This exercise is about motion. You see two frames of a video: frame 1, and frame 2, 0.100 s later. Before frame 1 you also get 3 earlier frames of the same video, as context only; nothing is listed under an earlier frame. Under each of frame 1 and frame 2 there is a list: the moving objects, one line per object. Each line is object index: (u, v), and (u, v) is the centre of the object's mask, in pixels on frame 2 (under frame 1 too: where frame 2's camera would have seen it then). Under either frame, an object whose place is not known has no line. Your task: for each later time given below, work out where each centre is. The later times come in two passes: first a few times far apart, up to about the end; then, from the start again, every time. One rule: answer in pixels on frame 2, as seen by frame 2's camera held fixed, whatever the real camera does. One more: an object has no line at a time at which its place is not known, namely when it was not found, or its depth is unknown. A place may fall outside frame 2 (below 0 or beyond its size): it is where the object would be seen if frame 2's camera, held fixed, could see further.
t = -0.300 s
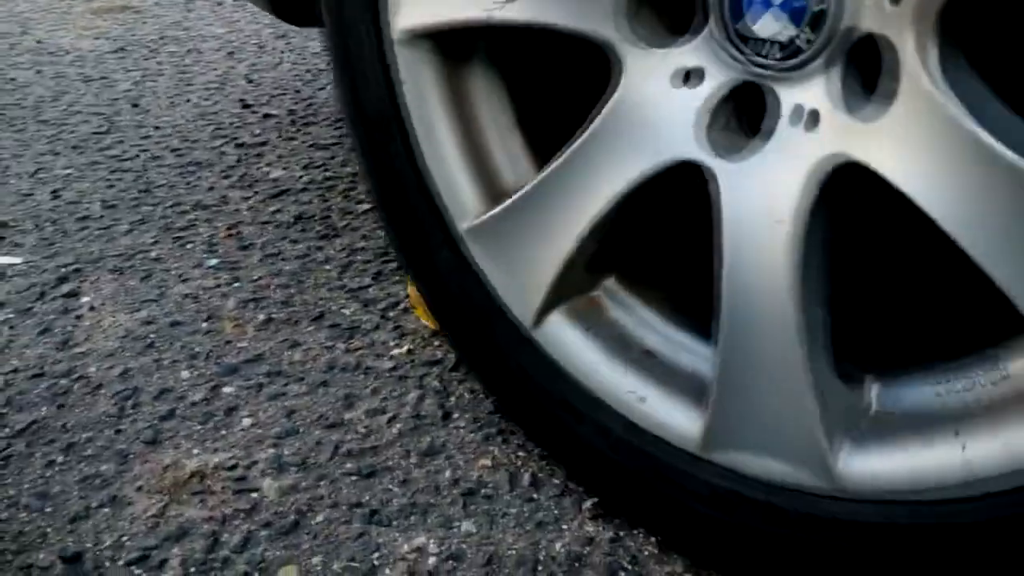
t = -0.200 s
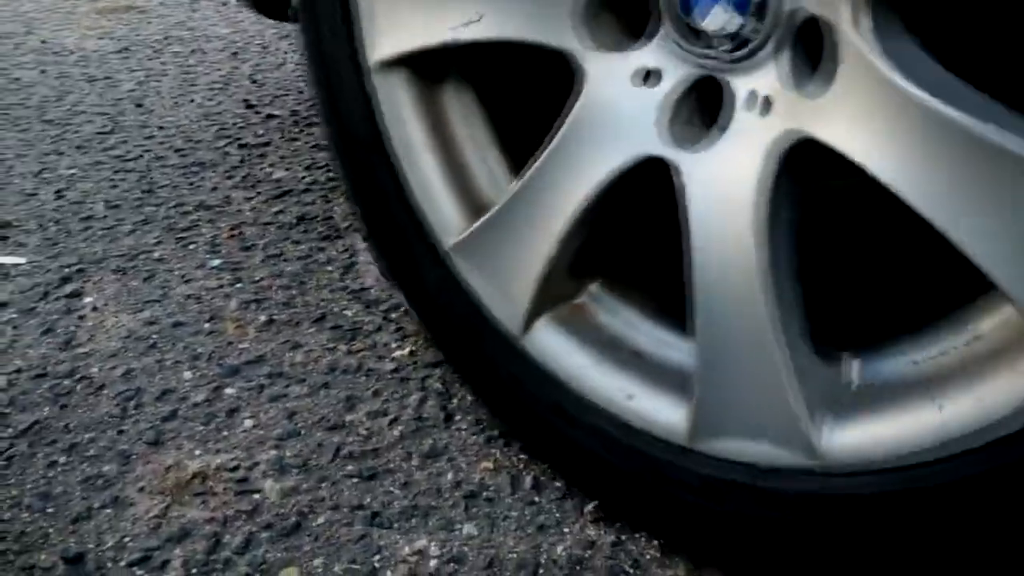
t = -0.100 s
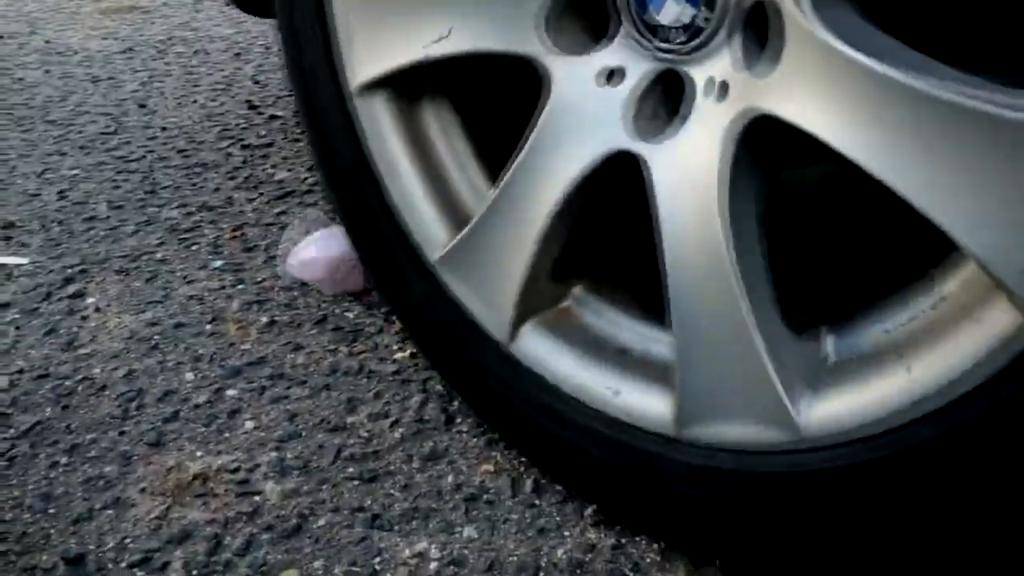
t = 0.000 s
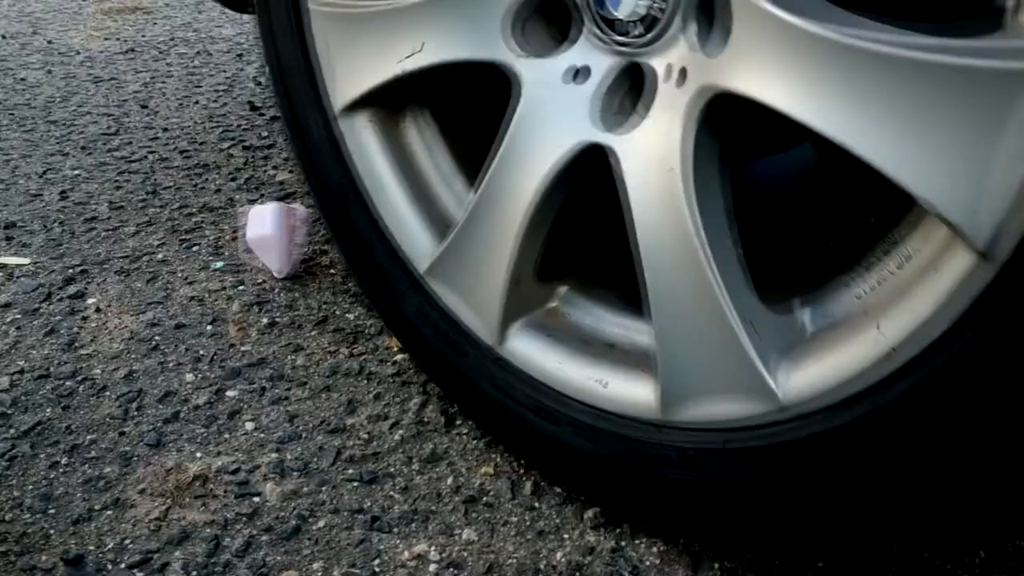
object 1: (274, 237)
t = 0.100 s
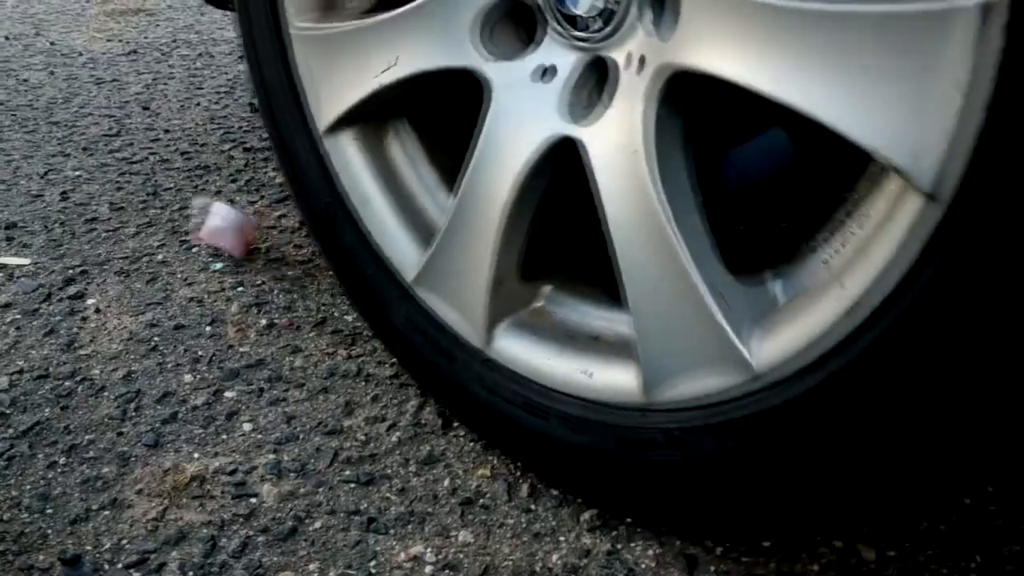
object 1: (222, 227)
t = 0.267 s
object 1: (181, 221)
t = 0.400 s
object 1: (164, 228)
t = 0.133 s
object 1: (216, 225)
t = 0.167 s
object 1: (205, 219)
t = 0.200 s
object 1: (197, 218)
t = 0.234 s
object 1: (187, 219)
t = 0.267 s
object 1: (181, 221)
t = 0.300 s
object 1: (176, 222)
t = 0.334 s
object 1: (171, 223)
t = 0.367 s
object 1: (166, 226)
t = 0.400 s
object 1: (164, 228)
